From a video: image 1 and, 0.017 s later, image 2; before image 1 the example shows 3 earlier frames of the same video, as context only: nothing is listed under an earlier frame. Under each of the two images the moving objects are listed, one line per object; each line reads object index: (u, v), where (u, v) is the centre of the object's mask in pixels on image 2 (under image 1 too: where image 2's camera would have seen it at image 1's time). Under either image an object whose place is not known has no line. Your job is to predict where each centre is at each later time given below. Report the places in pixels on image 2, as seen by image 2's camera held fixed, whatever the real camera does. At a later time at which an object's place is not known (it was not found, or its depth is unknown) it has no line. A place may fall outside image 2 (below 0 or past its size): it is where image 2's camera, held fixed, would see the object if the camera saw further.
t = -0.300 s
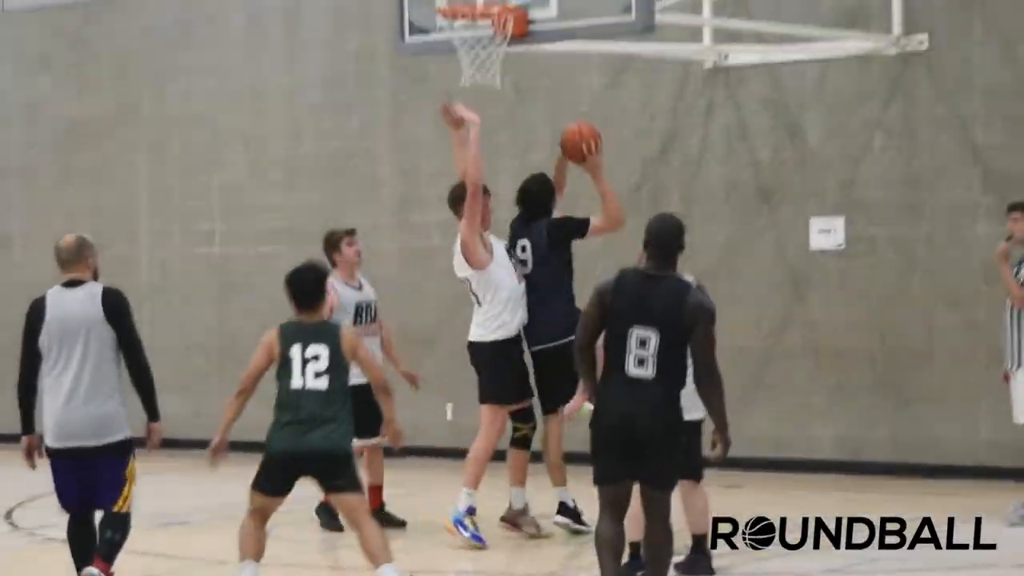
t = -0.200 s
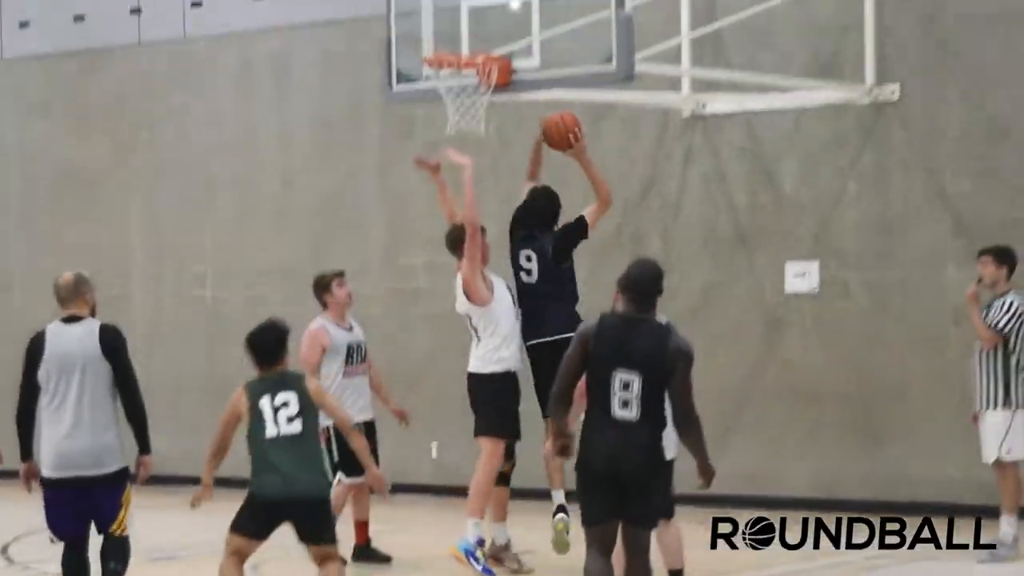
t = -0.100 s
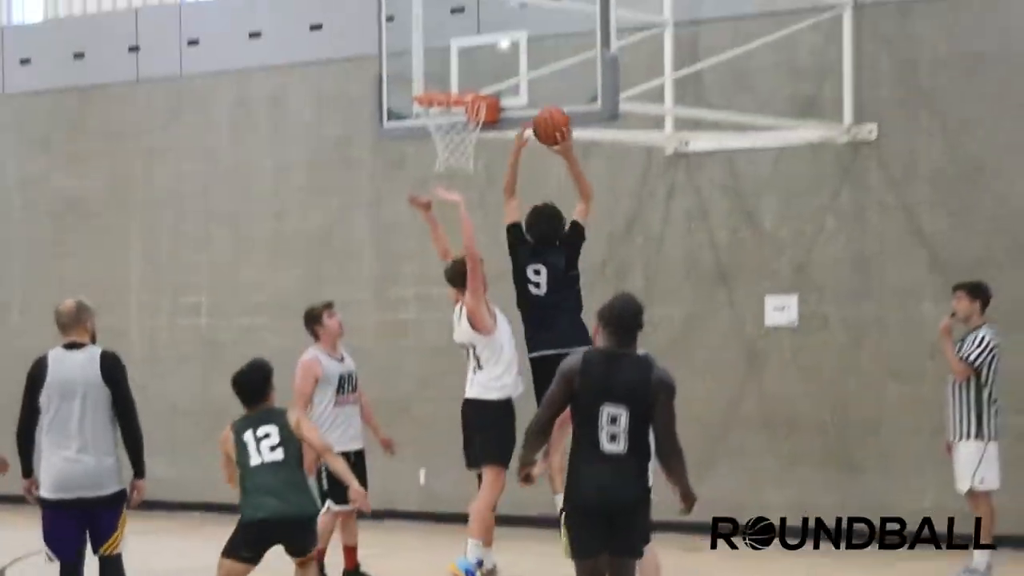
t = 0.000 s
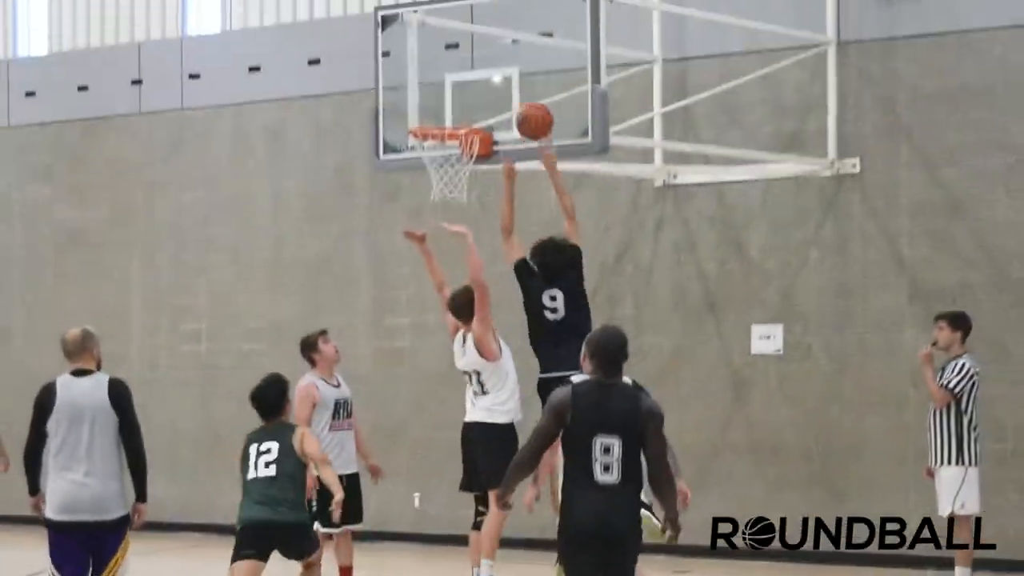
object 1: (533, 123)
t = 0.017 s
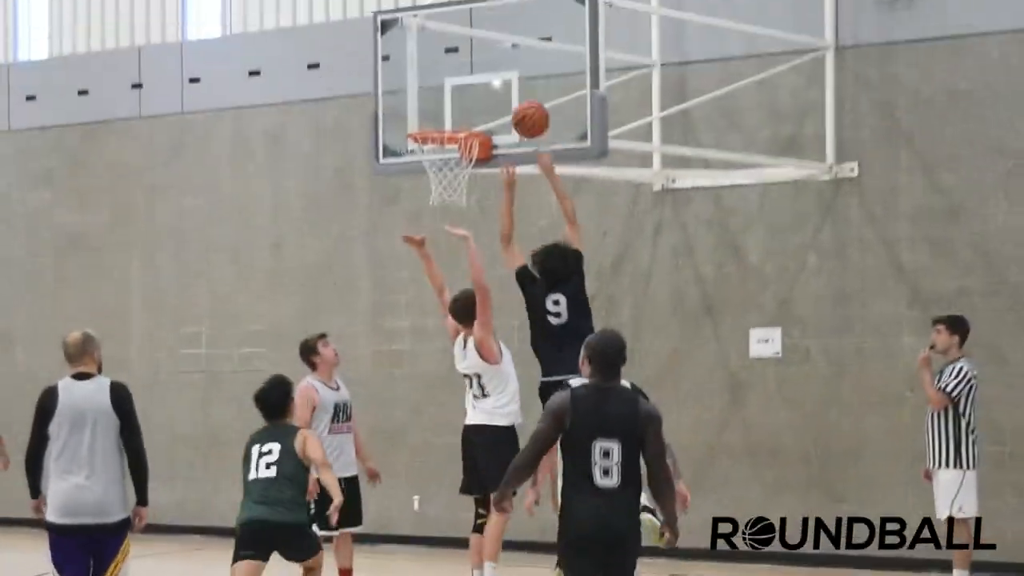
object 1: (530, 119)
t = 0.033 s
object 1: (527, 114)
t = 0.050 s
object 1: (524, 108)
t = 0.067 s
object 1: (522, 103)
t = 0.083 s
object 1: (518, 98)
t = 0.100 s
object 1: (515, 95)
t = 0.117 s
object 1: (512, 92)
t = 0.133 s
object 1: (508, 88)
